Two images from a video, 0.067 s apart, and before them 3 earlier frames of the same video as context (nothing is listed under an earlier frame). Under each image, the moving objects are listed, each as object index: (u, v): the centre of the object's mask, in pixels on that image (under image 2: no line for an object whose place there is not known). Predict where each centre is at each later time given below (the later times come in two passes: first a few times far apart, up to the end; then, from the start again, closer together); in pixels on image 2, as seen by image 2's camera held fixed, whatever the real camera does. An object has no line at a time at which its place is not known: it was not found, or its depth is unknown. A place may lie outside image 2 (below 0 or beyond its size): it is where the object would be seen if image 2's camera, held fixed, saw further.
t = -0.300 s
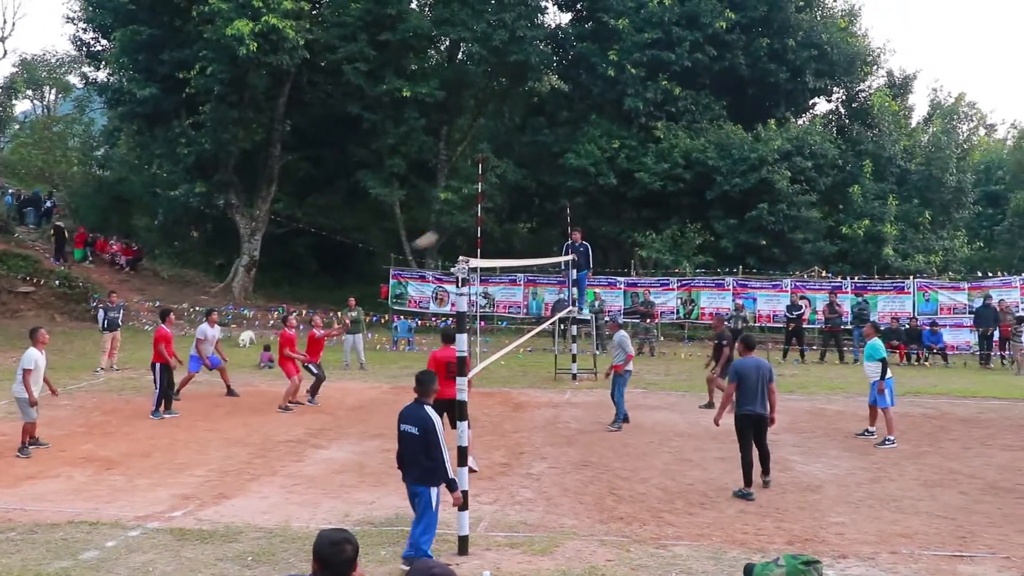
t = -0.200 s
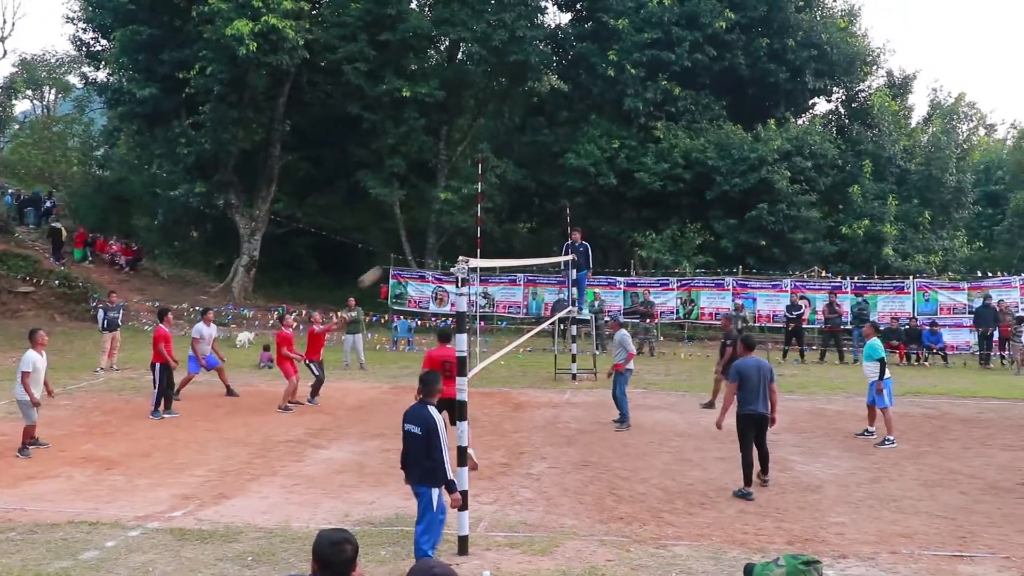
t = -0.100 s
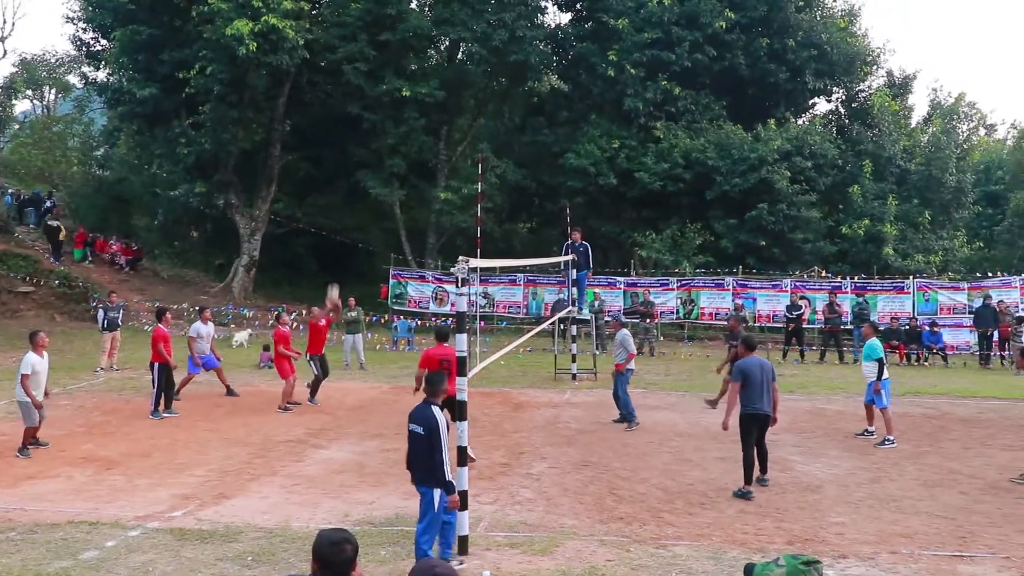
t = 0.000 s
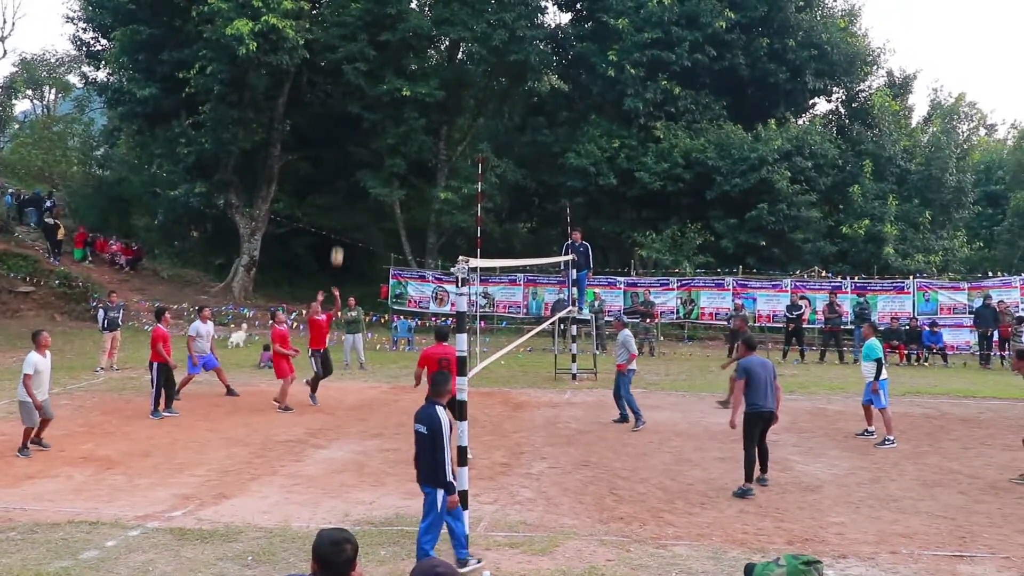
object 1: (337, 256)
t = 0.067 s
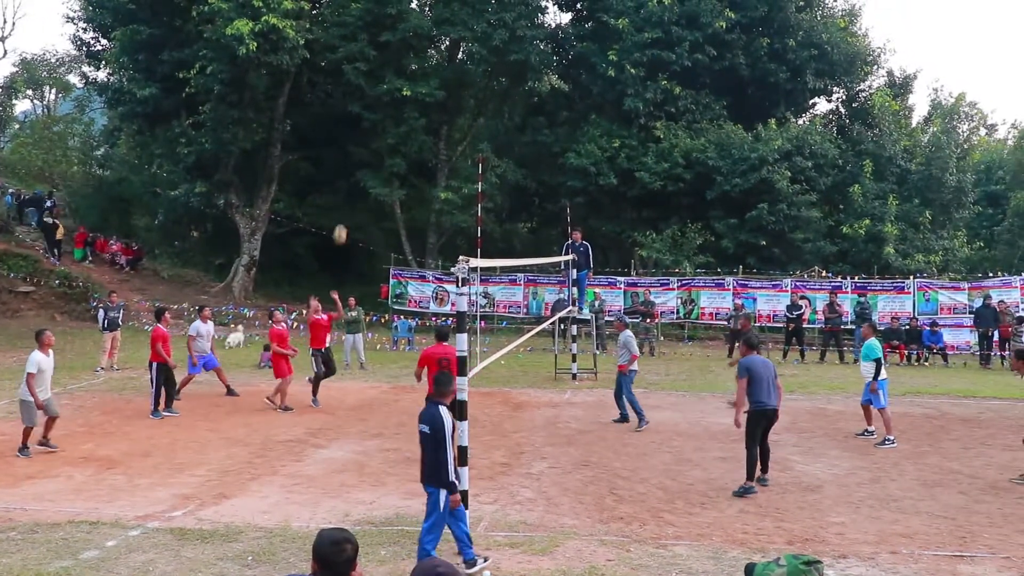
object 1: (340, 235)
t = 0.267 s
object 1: (348, 183)
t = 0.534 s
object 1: (360, 154)
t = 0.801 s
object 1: (372, 171)
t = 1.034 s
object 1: (385, 234)
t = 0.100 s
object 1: (341, 224)
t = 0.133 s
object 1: (342, 214)
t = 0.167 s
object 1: (344, 206)
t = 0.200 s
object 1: (345, 198)
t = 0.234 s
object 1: (346, 190)
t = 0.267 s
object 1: (348, 183)
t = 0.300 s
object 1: (349, 177)
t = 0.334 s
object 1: (351, 172)
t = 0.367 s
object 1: (352, 167)
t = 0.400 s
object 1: (353, 163)
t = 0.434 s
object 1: (355, 159)
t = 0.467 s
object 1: (357, 157)
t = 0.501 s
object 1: (358, 155)
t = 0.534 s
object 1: (360, 154)
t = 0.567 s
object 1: (361, 153)
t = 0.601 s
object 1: (362, 154)
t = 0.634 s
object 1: (364, 154)
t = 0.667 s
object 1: (366, 156)
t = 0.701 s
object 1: (367, 159)
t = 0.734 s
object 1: (369, 162)
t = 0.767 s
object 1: (371, 166)
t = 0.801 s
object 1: (372, 171)
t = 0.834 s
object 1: (374, 178)
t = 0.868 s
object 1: (375, 184)
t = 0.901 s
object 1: (377, 192)
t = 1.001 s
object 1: (383, 222)
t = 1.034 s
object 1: (385, 234)
